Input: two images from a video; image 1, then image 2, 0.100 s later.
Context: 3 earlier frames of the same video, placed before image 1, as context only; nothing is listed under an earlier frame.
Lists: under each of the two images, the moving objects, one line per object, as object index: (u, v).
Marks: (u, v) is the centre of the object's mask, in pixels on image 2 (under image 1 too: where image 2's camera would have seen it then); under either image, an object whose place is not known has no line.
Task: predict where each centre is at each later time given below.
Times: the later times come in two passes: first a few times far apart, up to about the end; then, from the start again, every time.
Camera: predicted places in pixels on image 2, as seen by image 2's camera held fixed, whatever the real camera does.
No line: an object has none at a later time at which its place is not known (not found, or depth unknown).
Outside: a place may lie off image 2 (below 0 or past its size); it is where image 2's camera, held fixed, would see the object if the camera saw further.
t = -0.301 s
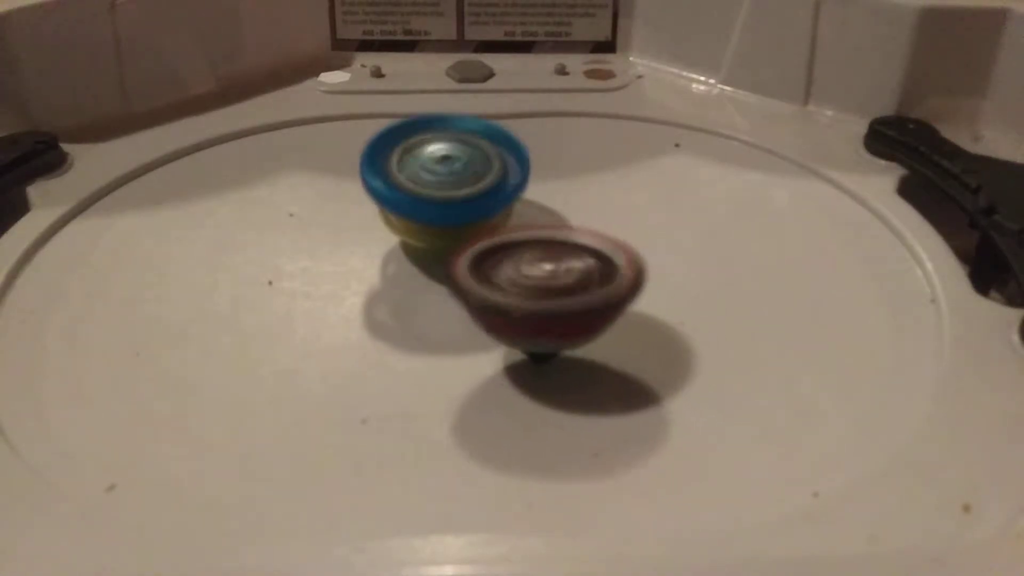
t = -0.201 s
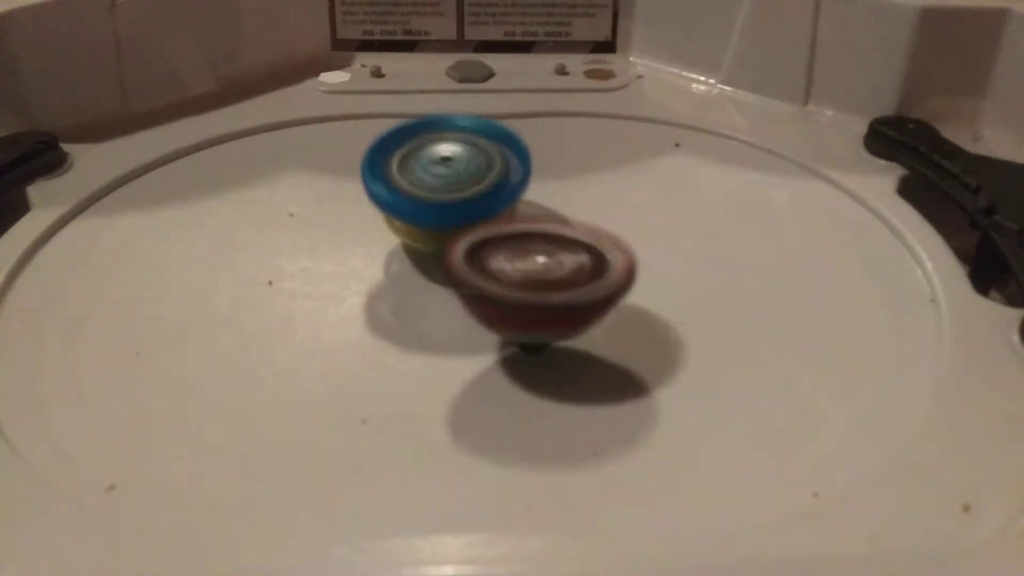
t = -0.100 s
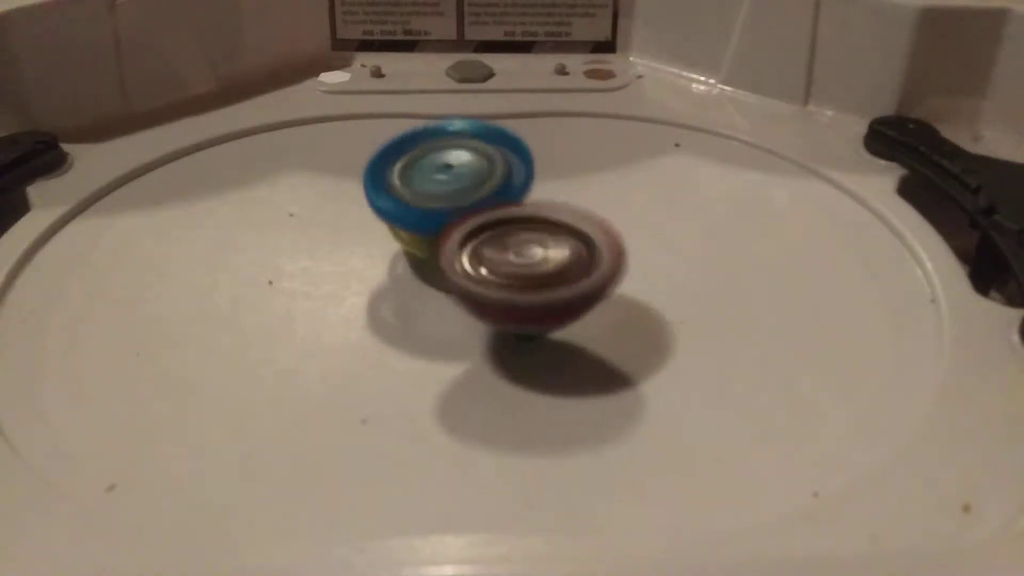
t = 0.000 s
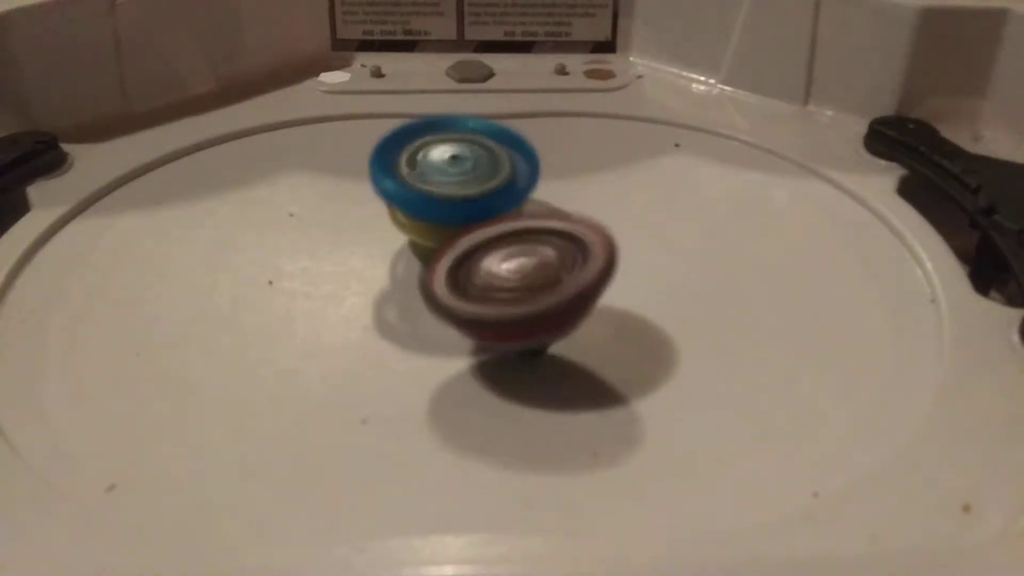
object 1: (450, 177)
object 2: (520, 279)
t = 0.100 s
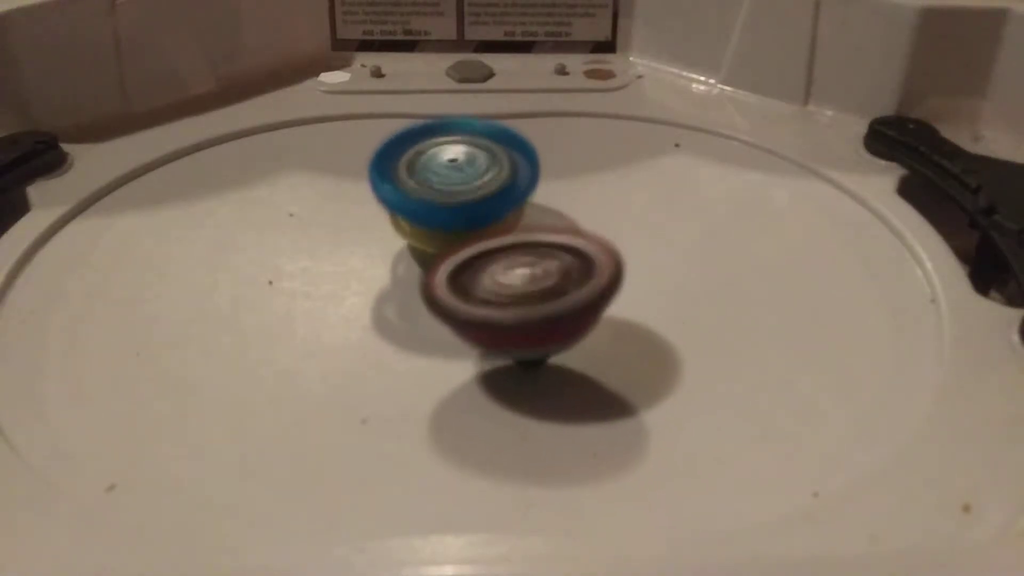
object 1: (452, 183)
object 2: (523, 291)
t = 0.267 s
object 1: (447, 197)
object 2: (525, 295)
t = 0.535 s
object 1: (427, 212)
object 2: (529, 286)
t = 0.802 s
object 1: (408, 220)
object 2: (549, 268)
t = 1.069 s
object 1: (412, 224)
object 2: (568, 241)
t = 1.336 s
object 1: (398, 232)
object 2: (615, 249)
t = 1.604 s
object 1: (394, 247)
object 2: (601, 276)
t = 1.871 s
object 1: (390, 261)
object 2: (552, 266)
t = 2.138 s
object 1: (362, 228)
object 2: (579, 263)
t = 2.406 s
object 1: (391, 220)
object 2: (574, 259)
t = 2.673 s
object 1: (429, 230)
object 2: (569, 271)
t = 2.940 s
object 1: (422, 214)
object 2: (540, 282)
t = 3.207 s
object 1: (423, 205)
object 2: (518, 284)
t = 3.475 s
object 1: (422, 210)
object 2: (521, 284)
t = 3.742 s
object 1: (426, 204)
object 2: (519, 293)
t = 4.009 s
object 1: (425, 227)
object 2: (532, 291)
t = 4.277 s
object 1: (418, 236)
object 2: (546, 306)
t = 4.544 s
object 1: (415, 248)
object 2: (567, 278)
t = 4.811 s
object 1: (416, 255)
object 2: (591, 285)
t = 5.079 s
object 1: (410, 253)
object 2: (542, 286)
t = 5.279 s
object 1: (426, 221)
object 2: (438, 331)
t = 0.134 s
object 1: (451, 186)
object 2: (523, 293)
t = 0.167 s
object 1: (451, 188)
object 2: (524, 296)
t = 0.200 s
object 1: (451, 191)
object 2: (523, 296)
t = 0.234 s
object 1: (448, 193)
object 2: (524, 297)
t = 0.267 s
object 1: (447, 197)
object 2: (525, 295)
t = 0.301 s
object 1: (445, 202)
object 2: (524, 295)
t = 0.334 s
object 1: (442, 204)
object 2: (524, 294)
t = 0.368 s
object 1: (440, 208)
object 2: (524, 292)
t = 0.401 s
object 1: (435, 212)
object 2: (525, 290)
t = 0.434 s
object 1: (433, 209)
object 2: (522, 289)
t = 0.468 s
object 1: (433, 209)
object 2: (523, 288)
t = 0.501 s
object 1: (431, 210)
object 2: (528, 287)
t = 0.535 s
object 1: (427, 212)
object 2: (529, 286)
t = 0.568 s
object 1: (421, 215)
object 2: (528, 282)
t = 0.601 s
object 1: (418, 217)
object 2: (532, 282)
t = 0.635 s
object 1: (417, 216)
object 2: (533, 279)
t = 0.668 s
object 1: (415, 217)
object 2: (536, 278)
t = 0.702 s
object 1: (413, 220)
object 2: (543, 276)
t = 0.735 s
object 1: (409, 219)
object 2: (542, 274)
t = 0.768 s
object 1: (408, 219)
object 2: (544, 271)
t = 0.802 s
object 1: (408, 220)
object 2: (549, 268)
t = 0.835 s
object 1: (406, 219)
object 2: (551, 265)
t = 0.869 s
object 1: (407, 219)
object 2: (555, 262)
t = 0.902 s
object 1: (407, 219)
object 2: (557, 258)
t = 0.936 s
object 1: (409, 220)
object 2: (560, 256)
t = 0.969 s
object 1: (409, 220)
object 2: (560, 251)
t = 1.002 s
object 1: (410, 221)
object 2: (564, 248)
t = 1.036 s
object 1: (411, 222)
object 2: (566, 244)
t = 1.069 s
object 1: (412, 224)
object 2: (568, 241)
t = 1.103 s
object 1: (413, 226)
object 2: (572, 238)
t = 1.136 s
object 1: (413, 227)
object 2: (574, 238)
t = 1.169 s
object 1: (410, 228)
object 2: (581, 239)
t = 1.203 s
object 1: (407, 228)
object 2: (580, 243)
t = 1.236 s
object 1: (405, 228)
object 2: (587, 242)
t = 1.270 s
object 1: (403, 229)
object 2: (600, 243)
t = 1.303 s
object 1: (399, 230)
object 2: (609, 245)
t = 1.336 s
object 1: (398, 232)
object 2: (615, 249)
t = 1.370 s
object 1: (396, 233)
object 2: (618, 252)
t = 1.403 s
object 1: (395, 234)
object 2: (622, 257)
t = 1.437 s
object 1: (394, 236)
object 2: (621, 260)
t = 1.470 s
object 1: (394, 238)
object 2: (622, 264)
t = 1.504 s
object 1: (394, 240)
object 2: (618, 267)
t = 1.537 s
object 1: (394, 242)
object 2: (615, 271)
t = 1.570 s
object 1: (395, 245)
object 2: (607, 274)
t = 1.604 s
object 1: (394, 247)
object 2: (601, 276)
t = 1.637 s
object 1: (395, 250)
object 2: (592, 277)
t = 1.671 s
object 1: (395, 252)
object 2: (584, 278)
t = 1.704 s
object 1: (396, 255)
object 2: (574, 276)
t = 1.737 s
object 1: (396, 257)
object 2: (566, 275)
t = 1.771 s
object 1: (395, 259)
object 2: (561, 272)
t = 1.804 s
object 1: (394, 260)
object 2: (557, 270)
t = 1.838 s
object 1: (393, 261)
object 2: (553, 268)
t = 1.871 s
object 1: (390, 261)
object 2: (552, 266)
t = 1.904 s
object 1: (390, 261)
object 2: (553, 264)
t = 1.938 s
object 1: (385, 258)
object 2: (556, 262)
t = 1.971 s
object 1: (375, 253)
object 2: (564, 265)
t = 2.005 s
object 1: (368, 248)
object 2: (564, 262)
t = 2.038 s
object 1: (360, 241)
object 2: (571, 262)
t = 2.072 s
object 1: (360, 237)
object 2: (579, 263)
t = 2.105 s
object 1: (358, 231)
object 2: (580, 263)
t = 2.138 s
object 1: (362, 228)
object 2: (579, 263)
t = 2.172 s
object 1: (363, 223)
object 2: (584, 263)
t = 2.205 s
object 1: (367, 221)
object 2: (588, 264)
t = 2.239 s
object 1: (369, 218)
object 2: (586, 265)
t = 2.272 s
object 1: (373, 218)
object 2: (583, 264)
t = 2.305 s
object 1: (375, 217)
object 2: (585, 263)
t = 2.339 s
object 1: (379, 216)
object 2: (585, 262)
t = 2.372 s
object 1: (384, 217)
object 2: (576, 261)
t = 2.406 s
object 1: (391, 220)
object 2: (574, 259)
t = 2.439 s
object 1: (402, 223)
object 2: (572, 257)
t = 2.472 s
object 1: (410, 228)
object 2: (571, 257)
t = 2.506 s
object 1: (418, 233)
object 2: (570, 255)
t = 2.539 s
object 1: (420, 230)
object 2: (573, 259)
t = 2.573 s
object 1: (421, 227)
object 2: (565, 263)
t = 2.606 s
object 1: (425, 228)
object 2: (562, 267)
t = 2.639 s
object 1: (427, 231)
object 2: (568, 269)
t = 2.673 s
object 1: (429, 230)
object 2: (569, 271)
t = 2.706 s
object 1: (425, 227)
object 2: (569, 275)
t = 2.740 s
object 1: (424, 222)
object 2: (560, 281)
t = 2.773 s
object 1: (425, 219)
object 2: (553, 284)
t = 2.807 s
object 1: (426, 221)
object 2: (556, 285)
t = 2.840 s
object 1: (422, 220)
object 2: (553, 287)
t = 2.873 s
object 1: (420, 217)
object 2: (550, 285)
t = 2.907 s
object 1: (423, 215)
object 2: (546, 285)
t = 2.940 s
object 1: (422, 214)
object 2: (540, 282)
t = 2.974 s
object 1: (418, 211)
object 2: (536, 279)
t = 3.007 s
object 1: (416, 205)
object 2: (523, 281)
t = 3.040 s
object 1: (422, 202)
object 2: (519, 281)
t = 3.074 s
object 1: (428, 201)
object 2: (522, 282)
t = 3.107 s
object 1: (431, 198)
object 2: (522, 284)
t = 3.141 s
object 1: (431, 199)
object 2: (519, 286)
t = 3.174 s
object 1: (425, 203)
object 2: (518, 284)
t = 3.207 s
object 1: (423, 205)
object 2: (518, 284)
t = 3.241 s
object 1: (422, 206)
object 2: (519, 284)
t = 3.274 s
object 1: (424, 208)
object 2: (519, 284)
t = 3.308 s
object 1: (423, 209)
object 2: (519, 282)
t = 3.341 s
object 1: (419, 210)
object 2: (516, 280)
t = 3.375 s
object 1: (421, 212)
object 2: (516, 280)
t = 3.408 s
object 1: (422, 211)
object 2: (519, 279)
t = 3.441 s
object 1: (422, 211)
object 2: (522, 280)
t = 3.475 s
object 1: (422, 210)
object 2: (521, 284)
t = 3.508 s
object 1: (422, 208)
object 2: (514, 288)
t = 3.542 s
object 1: (425, 207)
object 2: (505, 294)
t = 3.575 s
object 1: (426, 206)
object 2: (504, 294)
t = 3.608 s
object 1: (428, 205)
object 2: (507, 293)
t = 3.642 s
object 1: (431, 203)
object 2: (513, 293)
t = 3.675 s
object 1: (431, 202)
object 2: (521, 277)
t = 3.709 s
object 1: (428, 202)
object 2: (515, 275)
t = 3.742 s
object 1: (426, 204)
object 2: (519, 293)
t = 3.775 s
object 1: (424, 203)
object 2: (518, 289)
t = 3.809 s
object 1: (424, 205)
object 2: (517, 287)
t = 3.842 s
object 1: (423, 209)
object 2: (522, 284)
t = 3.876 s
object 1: (424, 212)
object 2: (528, 281)
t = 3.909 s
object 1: (423, 219)
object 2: (533, 281)
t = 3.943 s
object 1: (422, 223)
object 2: (535, 280)
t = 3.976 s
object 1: (423, 225)
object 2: (536, 285)
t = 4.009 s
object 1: (425, 227)
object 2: (532, 291)
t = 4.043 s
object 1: (427, 231)
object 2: (532, 295)
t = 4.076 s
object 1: (429, 231)
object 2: (536, 300)
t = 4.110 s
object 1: (427, 235)
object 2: (542, 300)
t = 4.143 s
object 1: (421, 236)
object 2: (545, 305)
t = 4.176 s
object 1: (420, 237)
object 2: (551, 304)
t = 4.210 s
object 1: (419, 236)
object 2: (553, 300)
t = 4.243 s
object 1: (419, 236)
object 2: (552, 303)
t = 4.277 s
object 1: (418, 236)
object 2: (546, 306)
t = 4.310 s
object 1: (414, 237)
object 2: (542, 305)
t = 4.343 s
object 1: (412, 239)
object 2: (538, 298)
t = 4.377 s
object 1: (412, 240)
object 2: (537, 297)
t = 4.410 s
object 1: (411, 240)
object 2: (542, 288)
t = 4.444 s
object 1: (414, 243)
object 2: (547, 285)
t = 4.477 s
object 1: (415, 246)
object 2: (555, 284)
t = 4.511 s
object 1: (414, 247)
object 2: (561, 281)
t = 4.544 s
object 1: (415, 248)
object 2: (567, 278)
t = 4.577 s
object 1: (416, 250)
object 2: (560, 275)
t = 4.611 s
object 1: (416, 250)
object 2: (573, 279)
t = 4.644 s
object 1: (418, 252)
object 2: (577, 278)
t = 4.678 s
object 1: (419, 253)
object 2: (582, 278)
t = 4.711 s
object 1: (420, 254)
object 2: (586, 277)
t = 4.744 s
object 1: (421, 254)
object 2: (586, 279)
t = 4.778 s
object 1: (418, 254)
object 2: (586, 284)
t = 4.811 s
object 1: (416, 255)
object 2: (591, 285)
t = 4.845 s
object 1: (416, 256)
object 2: (590, 289)
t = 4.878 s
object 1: (417, 256)
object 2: (595, 288)
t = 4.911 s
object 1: (418, 257)
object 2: (588, 290)
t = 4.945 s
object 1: (419, 257)
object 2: (585, 286)
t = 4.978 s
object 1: (416, 258)
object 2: (575, 285)
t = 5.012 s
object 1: (415, 259)
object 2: (568, 286)
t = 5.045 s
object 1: (412, 257)
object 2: (561, 284)
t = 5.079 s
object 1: (410, 253)
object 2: (542, 286)
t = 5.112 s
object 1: (410, 248)
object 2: (523, 301)
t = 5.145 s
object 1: (417, 245)
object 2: (510, 310)
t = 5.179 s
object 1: (416, 239)
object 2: (492, 309)
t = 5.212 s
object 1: (417, 233)
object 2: (470, 310)
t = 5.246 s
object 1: (420, 225)
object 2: (457, 330)
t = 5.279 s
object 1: (426, 221)
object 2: (438, 331)
